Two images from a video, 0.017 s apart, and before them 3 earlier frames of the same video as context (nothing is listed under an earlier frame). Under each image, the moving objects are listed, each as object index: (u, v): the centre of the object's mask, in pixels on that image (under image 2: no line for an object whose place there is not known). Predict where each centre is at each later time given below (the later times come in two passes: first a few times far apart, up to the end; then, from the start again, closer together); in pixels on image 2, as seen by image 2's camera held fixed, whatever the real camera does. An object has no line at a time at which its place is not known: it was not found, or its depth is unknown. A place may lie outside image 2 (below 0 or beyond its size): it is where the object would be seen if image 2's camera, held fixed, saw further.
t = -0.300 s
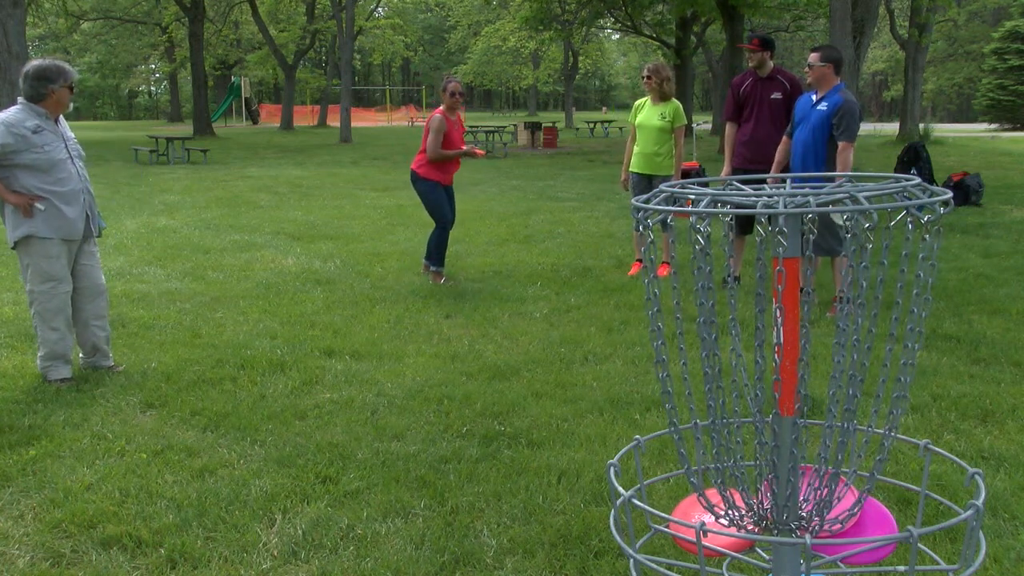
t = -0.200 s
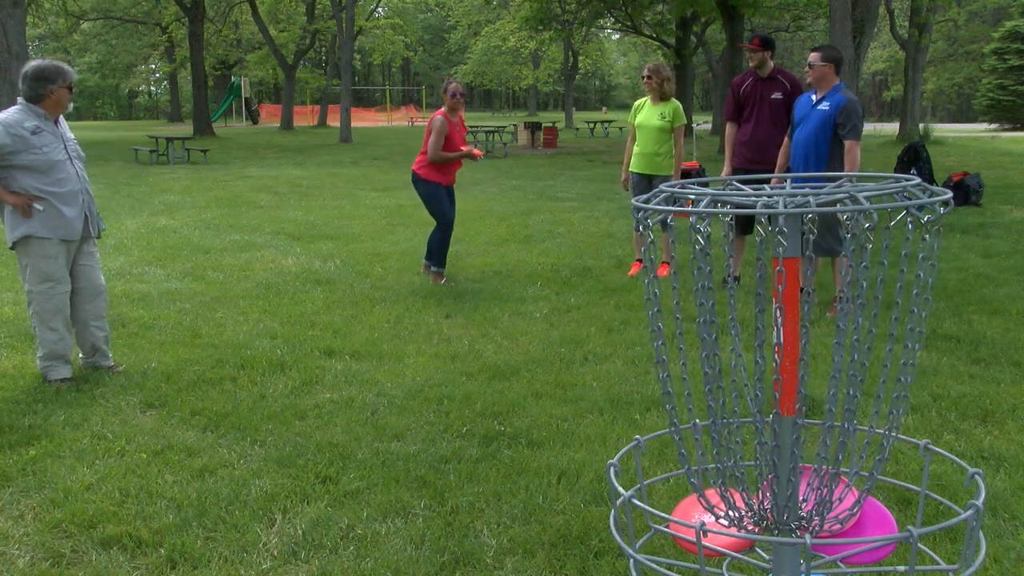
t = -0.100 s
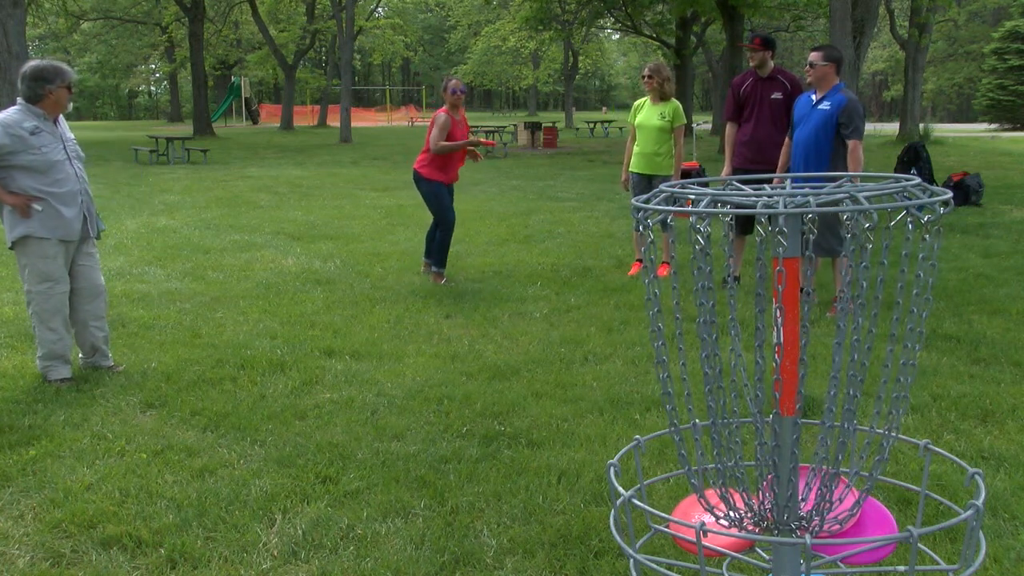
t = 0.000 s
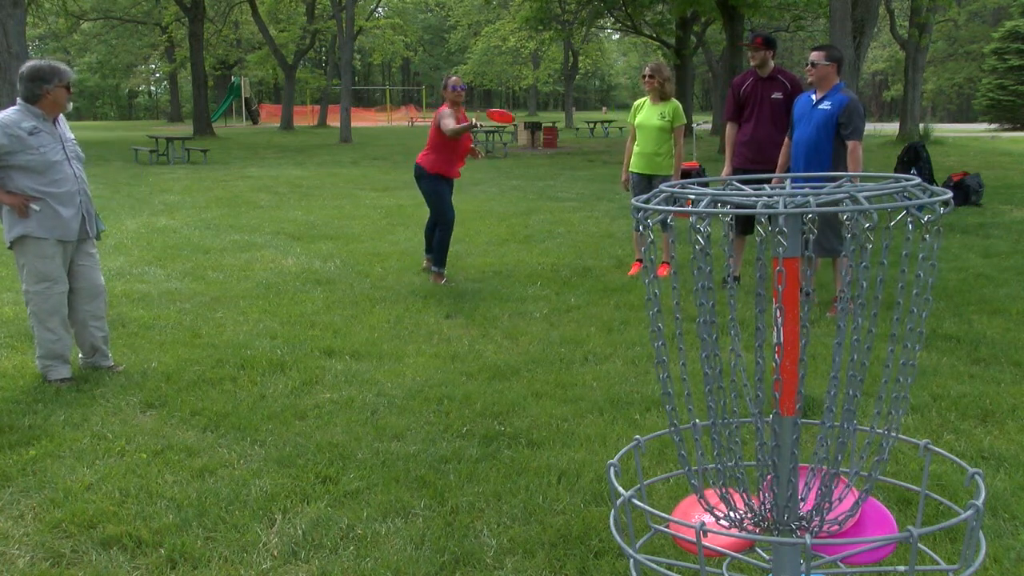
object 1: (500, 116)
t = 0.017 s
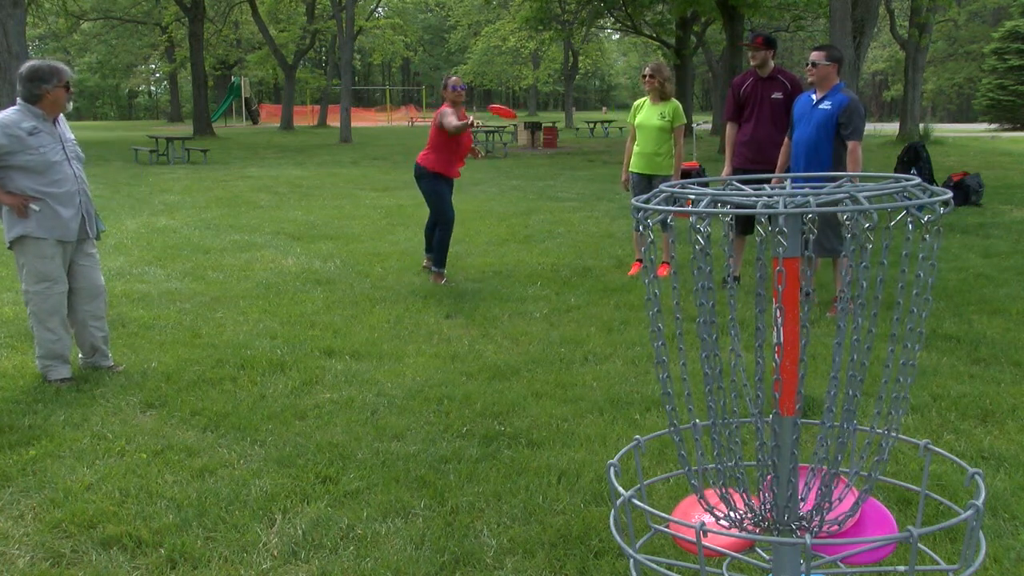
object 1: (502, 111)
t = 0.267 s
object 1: (543, 77)
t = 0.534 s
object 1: (635, 127)
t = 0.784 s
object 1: (906, 385)
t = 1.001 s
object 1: (942, 539)
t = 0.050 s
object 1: (506, 104)
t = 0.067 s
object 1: (509, 100)
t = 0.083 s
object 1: (511, 97)
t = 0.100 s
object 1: (513, 94)
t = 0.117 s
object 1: (515, 91)
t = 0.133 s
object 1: (518, 88)
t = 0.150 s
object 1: (520, 85)
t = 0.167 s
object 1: (523, 83)
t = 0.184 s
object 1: (525, 81)
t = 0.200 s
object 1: (529, 79)
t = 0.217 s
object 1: (532, 78)
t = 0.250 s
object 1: (539, 77)
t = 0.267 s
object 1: (543, 77)
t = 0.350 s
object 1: (563, 79)
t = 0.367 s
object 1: (568, 81)
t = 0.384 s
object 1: (573, 83)
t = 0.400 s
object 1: (579, 86)
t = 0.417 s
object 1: (585, 89)
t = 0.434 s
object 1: (590, 92)
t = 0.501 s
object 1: (618, 112)
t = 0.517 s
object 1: (626, 119)
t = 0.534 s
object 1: (635, 127)
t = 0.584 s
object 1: (668, 155)
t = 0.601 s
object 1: (679, 165)
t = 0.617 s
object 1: (688, 172)
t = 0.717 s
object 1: (824, 288)
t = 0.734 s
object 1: (828, 309)
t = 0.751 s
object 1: (852, 334)
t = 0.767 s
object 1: (877, 357)
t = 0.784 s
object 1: (906, 385)
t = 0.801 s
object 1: (936, 415)
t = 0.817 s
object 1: (960, 447)
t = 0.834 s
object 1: (965, 468)
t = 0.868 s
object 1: (960, 502)
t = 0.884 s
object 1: (955, 507)
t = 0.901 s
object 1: (945, 509)
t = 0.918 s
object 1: (941, 512)
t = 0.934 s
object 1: (942, 518)
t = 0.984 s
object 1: (948, 536)
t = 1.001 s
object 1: (942, 539)
